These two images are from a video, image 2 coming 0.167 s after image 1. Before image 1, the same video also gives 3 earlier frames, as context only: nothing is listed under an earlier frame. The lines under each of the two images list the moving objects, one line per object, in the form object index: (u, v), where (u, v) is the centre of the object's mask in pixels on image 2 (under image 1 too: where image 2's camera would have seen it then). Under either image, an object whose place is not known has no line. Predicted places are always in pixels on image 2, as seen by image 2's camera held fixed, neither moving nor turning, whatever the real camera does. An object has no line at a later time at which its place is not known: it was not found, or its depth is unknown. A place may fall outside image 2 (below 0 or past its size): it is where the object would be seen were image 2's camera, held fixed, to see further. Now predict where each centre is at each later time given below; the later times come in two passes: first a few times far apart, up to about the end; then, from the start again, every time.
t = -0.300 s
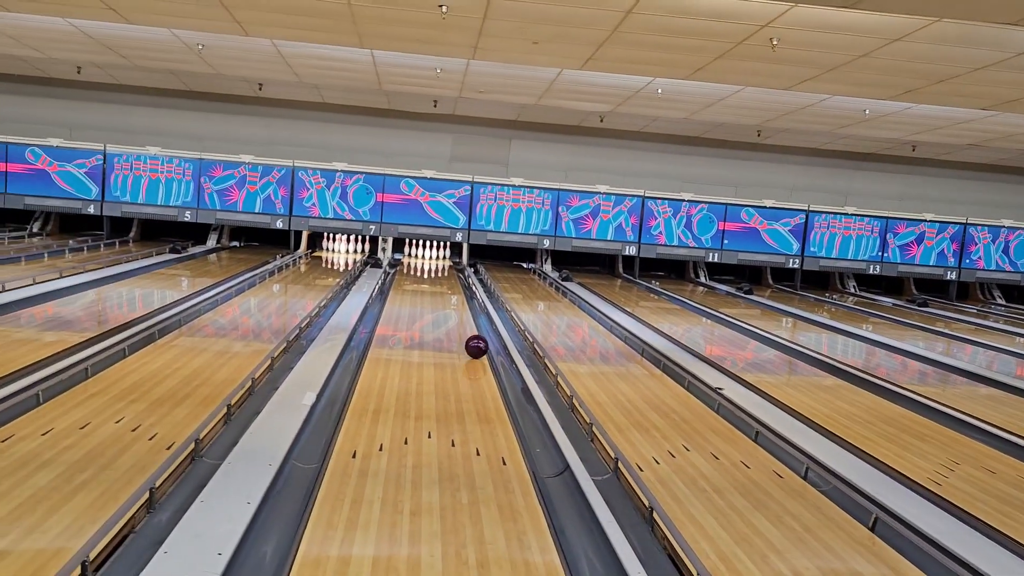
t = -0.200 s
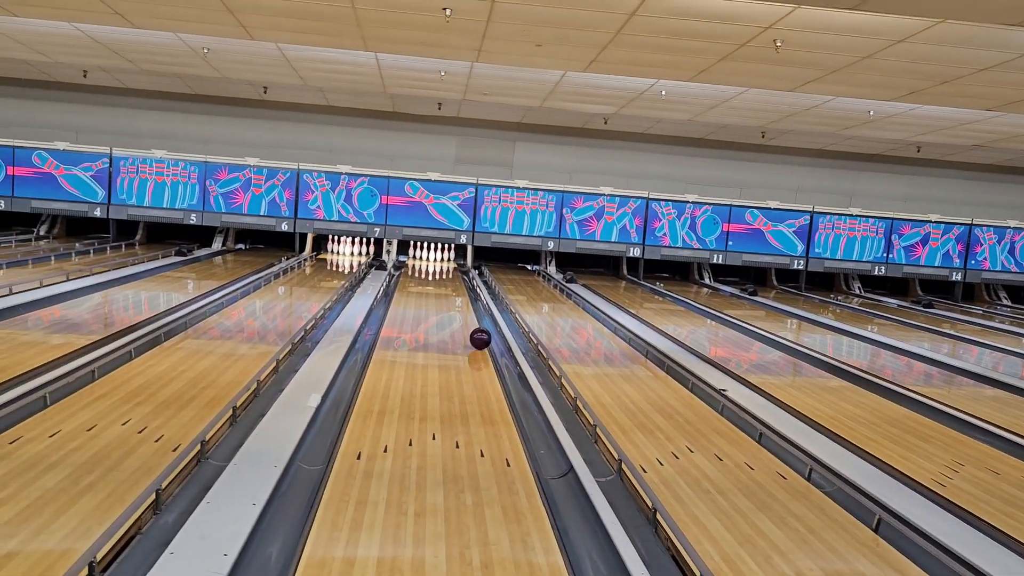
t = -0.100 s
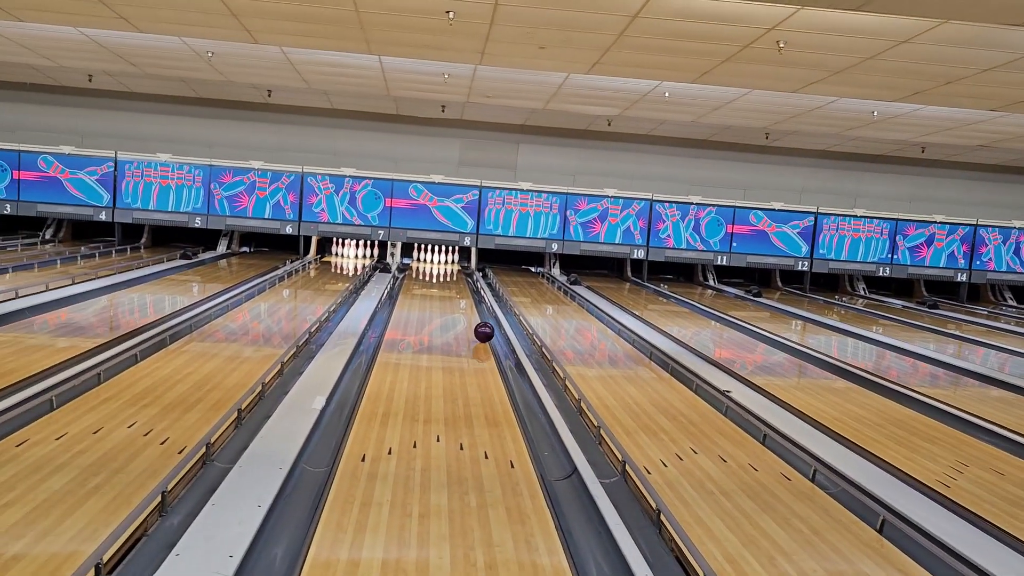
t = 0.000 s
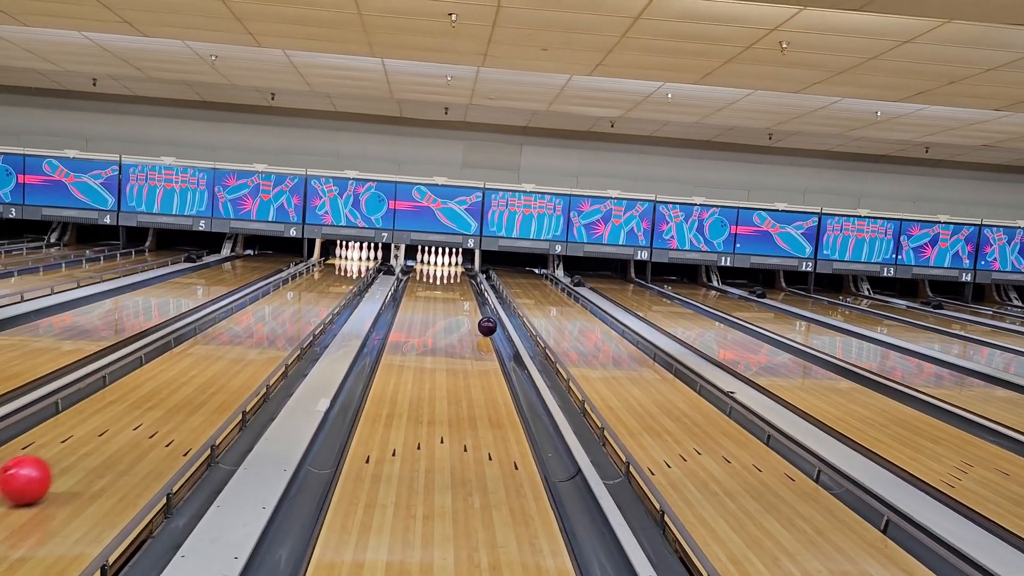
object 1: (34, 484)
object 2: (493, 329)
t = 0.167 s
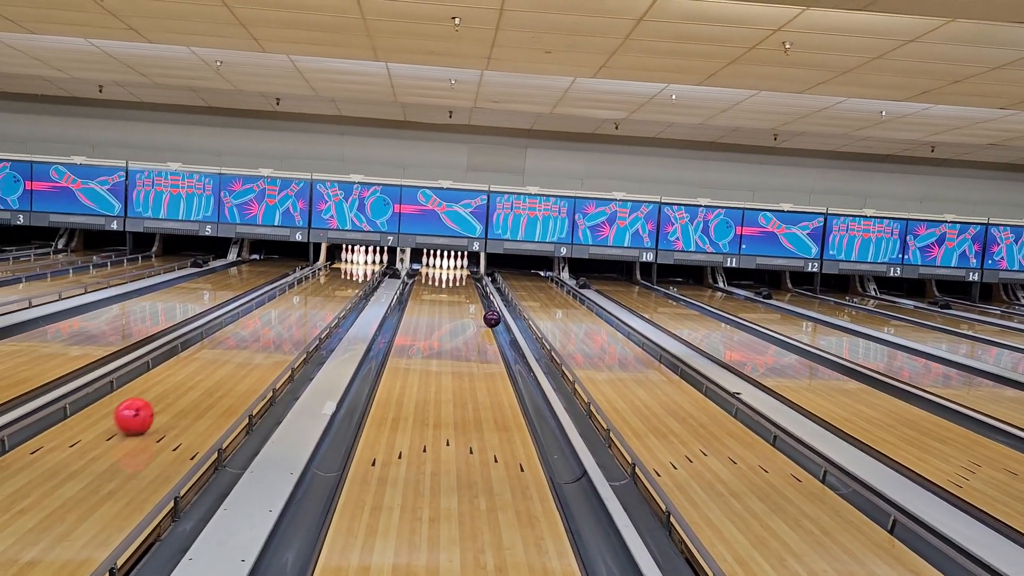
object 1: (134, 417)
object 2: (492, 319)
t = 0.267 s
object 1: (174, 390)
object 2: (493, 314)
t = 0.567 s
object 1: (248, 338)
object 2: (491, 304)
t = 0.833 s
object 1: (286, 313)
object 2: (487, 295)
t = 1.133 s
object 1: (314, 293)
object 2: (484, 287)
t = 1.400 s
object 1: (330, 281)
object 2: (481, 281)
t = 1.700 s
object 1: (344, 271)
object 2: (478, 276)
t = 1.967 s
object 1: (353, 263)
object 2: (476, 271)
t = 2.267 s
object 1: (353, 257)
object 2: (474, 267)
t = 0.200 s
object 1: (149, 406)
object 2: (492, 317)
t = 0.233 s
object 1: (162, 398)
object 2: (492, 316)
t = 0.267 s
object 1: (174, 390)
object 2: (493, 314)
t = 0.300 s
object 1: (185, 383)
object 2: (493, 314)
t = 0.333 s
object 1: (195, 375)
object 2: (494, 314)
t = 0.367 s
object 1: (204, 369)
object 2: (496, 314)
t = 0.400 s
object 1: (213, 363)
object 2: (495, 311)
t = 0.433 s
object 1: (221, 357)
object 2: (493, 310)
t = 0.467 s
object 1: (229, 352)
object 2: (492, 307)
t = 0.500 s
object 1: (236, 347)
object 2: (491, 306)
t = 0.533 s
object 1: (242, 343)
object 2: (491, 305)
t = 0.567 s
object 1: (248, 338)
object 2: (491, 304)
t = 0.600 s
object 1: (254, 334)
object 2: (491, 303)
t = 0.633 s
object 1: (260, 331)
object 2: (491, 302)
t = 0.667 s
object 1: (265, 327)
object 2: (490, 301)
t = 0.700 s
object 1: (269, 324)
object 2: (489, 299)
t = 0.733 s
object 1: (274, 321)
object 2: (489, 298)
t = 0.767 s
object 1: (278, 318)
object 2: (489, 297)
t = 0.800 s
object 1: (283, 315)
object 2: (488, 296)
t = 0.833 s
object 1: (286, 313)
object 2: (487, 295)
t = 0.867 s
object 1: (290, 310)
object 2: (487, 294)
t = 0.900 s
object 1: (294, 307)
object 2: (486, 293)
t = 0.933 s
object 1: (297, 305)
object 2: (486, 292)
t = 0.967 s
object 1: (301, 303)
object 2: (486, 291)
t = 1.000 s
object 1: (303, 301)
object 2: (485, 291)
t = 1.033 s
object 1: (306, 299)
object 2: (485, 290)
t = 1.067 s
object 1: (309, 297)
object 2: (484, 288)
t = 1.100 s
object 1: (312, 295)
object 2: (484, 287)
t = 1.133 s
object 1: (314, 293)
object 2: (484, 287)
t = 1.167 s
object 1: (317, 291)
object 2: (483, 286)
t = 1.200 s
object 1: (319, 290)
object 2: (483, 285)
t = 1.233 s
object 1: (321, 288)
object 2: (483, 284)
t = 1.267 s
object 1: (323, 287)
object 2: (482, 284)
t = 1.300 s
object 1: (325, 285)
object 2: (482, 283)
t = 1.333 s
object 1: (327, 284)
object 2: (481, 282)
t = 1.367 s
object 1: (329, 282)
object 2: (481, 281)
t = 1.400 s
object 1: (330, 281)
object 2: (481, 281)
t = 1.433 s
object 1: (332, 280)
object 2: (480, 280)
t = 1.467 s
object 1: (334, 278)
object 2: (480, 279)
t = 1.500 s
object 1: (335, 278)
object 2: (480, 279)
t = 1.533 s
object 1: (337, 276)
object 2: (479, 279)
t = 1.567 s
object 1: (339, 275)
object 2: (479, 278)
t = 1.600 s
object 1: (340, 274)
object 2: (479, 278)
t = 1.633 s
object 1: (341, 273)
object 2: (479, 277)
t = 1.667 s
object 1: (343, 272)
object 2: (478, 277)
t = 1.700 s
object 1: (344, 271)
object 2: (478, 276)
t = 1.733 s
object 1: (345, 270)
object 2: (478, 276)
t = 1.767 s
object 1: (347, 269)
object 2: (478, 276)
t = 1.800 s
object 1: (348, 268)
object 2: (478, 275)
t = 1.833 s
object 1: (349, 267)
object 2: (478, 275)
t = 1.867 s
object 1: (350, 266)
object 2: (477, 274)
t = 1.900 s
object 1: (351, 265)
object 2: (477, 273)
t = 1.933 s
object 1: (353, 264)
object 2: (476, 272)
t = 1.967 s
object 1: (353, 263)
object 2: (476, 271)
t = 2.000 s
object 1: (354, 263)
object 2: (475, 270)
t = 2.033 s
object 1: (355, 262)
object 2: (475, 270)
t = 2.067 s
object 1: (356, 261)
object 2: (475, 269)
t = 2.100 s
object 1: (357, 260)
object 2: (474, 269)
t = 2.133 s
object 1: (356, 259)
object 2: (474, 269)
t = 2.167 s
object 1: (355, 259)
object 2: (474, 268)
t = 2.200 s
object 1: (354, 258)
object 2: (474, 268)
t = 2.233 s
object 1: (354, 258)
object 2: (474, 268)
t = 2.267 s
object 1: (353, 257)
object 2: (474, 267)
